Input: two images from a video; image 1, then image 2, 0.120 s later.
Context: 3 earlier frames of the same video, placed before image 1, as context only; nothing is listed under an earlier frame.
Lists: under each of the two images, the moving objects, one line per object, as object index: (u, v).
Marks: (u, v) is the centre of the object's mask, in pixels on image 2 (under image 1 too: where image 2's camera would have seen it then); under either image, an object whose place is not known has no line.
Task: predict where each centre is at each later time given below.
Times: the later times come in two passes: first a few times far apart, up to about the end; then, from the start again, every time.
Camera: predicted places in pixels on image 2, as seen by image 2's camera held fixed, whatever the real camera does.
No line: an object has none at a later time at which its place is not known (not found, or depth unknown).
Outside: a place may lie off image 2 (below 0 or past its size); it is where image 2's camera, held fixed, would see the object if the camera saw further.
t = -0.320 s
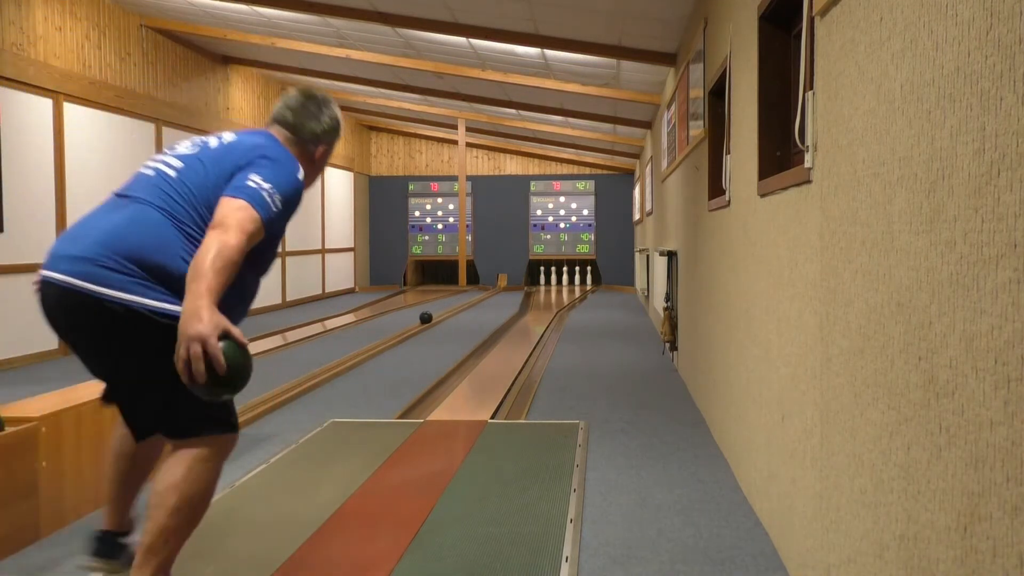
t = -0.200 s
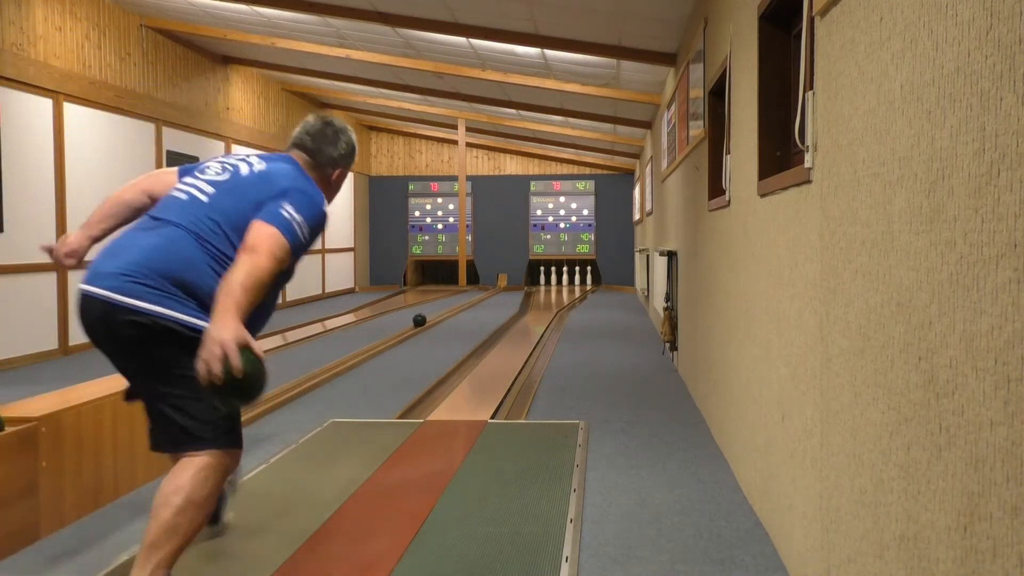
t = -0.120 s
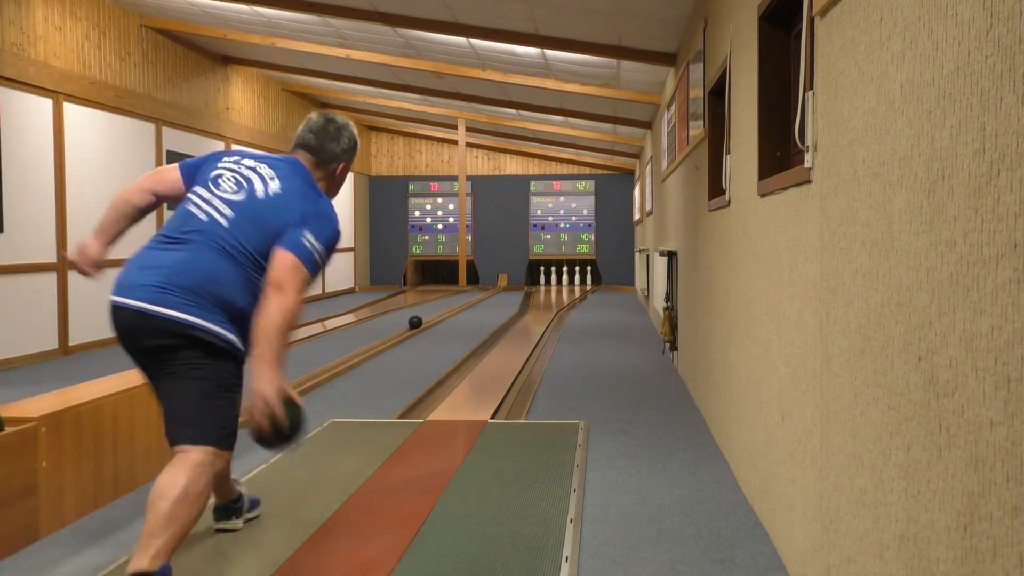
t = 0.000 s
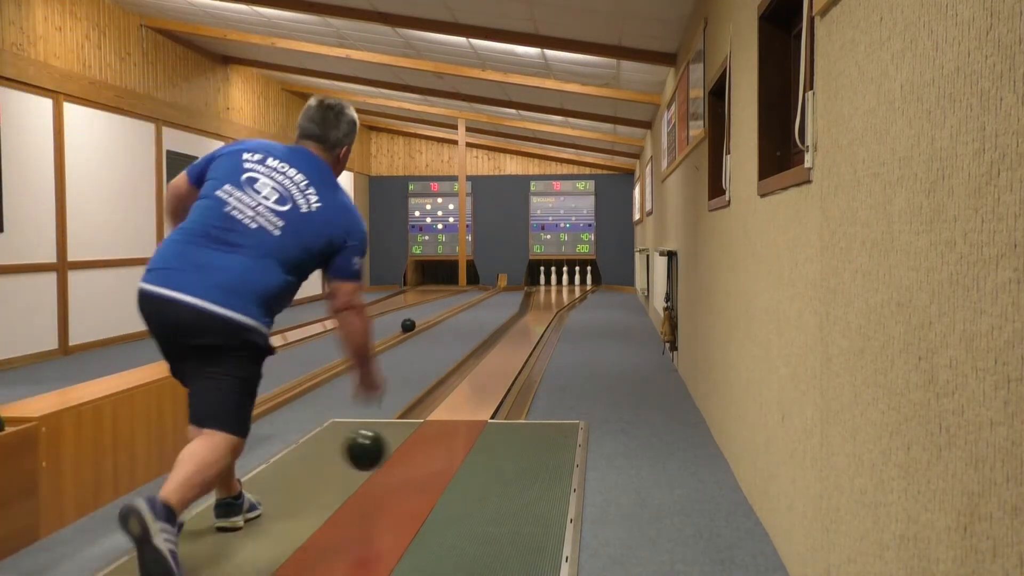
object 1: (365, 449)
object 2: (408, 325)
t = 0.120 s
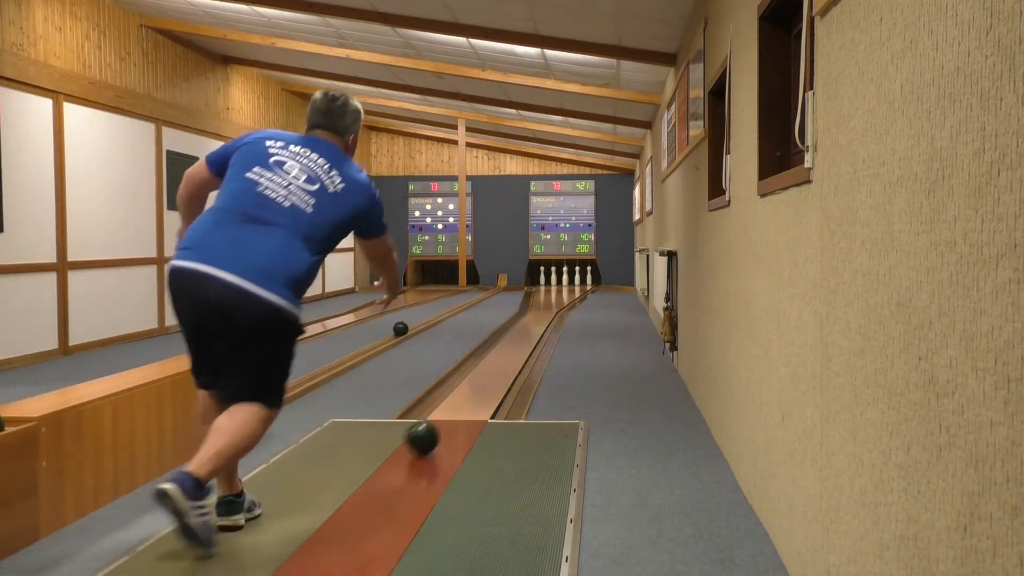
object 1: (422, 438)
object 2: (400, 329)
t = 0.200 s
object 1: (448, 413)
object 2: (395, 331)
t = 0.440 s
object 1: (496, 366)
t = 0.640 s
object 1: (519, 343)
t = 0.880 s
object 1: (537, 324)
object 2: (334, 359)
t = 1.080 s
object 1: (546, 314)
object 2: (310, 370)
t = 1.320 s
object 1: (554, 304)
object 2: (273, 388)
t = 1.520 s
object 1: (558, 298)
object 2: (240, 406)
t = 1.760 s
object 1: (562, 292)
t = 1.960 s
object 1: (565, 288)
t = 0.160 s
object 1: (436, 424)
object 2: (397, 330)
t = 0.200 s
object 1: (448, 413)
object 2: (395, 331)
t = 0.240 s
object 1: (459, 402)
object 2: (392, 333)
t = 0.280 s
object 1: (468, 394)
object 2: (389, 334)
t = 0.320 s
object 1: (476, 386)
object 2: (386, 336)
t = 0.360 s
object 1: (483, 379)
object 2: (383, 337)
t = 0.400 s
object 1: (490, 372)
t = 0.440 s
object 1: (496, 366)
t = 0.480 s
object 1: (501, 361)
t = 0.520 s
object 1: (507, 356)
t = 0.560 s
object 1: (511, 351)
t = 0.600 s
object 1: (515, 347)
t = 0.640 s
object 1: (519, 343)
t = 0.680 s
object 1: (523, 339)
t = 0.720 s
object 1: (526, 336)
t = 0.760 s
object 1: (529, 333)
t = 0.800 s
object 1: (532, 330)
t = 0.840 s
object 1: (535, 327)
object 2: (335, 357)
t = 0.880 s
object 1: (537, 324)
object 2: (334, 359)
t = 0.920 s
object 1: (539, 322)
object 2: (330, 361)
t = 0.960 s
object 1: (541, 320)
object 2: (325, 363)
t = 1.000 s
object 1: (543, 318)
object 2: (320, 365)
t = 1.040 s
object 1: (545, 316)
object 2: (315, 368)
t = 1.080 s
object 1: (546, 314)
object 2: (310, 370)
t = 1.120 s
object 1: (548, 312)
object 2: (304, 373)
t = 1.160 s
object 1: (549, 310)
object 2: (298, 376)
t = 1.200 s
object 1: (551, 308)
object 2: (292, 378)
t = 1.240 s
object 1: (552, 307)
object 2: (286, 381)
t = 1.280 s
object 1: (553, 305)
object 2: (280, 384)
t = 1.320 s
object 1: (554, 304)
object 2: (273, 388)
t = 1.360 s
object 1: (555, 303)
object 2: (266, 391)
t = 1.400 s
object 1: (556, 302)
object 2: (259, 394)
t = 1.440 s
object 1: (557, 300)
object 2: (251, 398)
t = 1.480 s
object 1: (558, 299)
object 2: (244, 402)
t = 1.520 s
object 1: (558, 298)
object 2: (240, 406)
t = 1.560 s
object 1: (559, 297)
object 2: (236, 409)
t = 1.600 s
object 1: (560, 296)
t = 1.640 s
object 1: (560, 295)
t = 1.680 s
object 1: (561, 294)
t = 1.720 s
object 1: (562, 293)
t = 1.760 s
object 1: (562, 292)
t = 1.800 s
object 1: (562, 292)
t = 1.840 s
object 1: (563, 291)
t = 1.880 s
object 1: (563, 290)
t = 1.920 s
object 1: (565, 289)
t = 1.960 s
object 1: (565, 288)
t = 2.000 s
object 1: (565, 288)
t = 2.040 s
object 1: (566, 287)
